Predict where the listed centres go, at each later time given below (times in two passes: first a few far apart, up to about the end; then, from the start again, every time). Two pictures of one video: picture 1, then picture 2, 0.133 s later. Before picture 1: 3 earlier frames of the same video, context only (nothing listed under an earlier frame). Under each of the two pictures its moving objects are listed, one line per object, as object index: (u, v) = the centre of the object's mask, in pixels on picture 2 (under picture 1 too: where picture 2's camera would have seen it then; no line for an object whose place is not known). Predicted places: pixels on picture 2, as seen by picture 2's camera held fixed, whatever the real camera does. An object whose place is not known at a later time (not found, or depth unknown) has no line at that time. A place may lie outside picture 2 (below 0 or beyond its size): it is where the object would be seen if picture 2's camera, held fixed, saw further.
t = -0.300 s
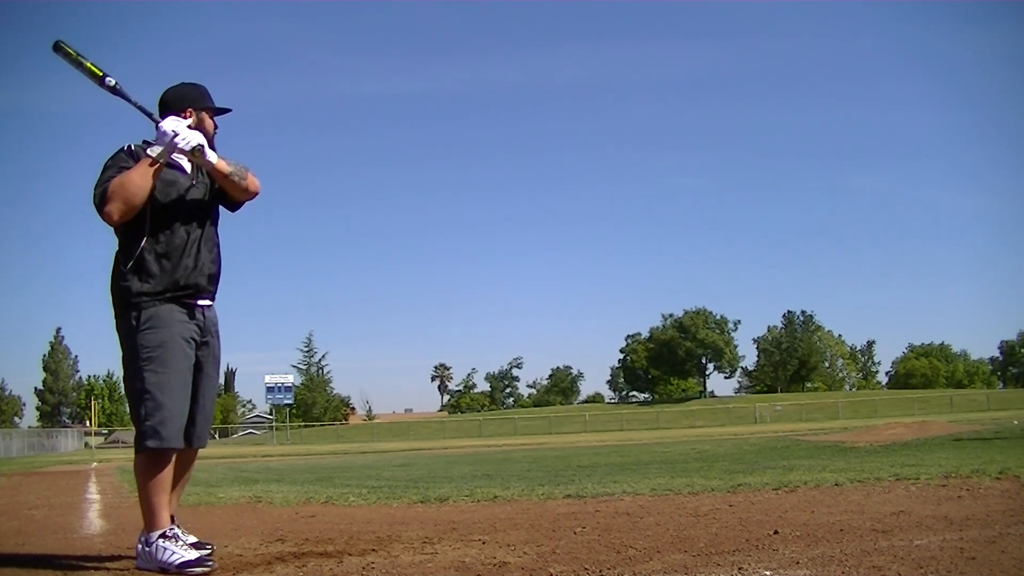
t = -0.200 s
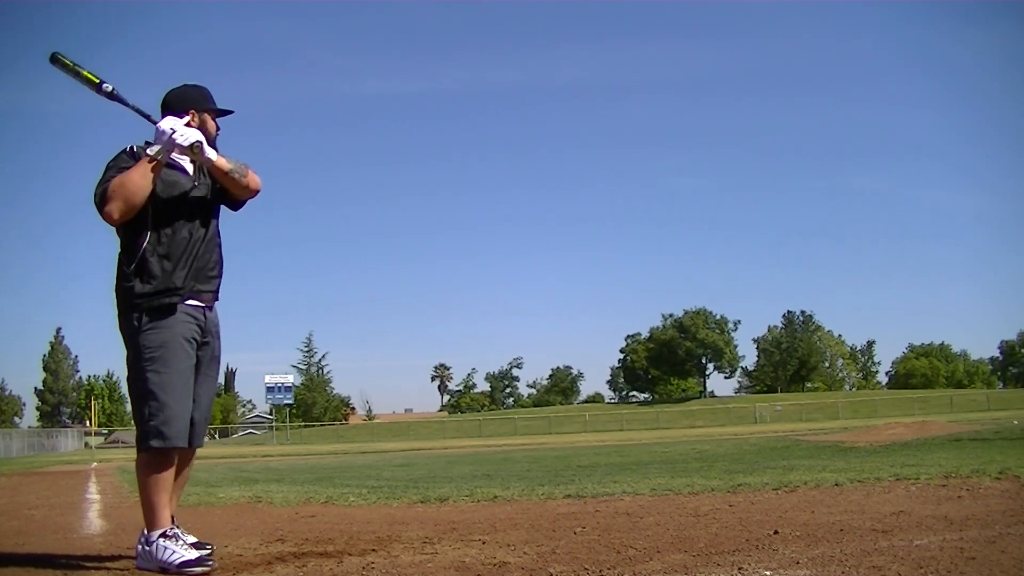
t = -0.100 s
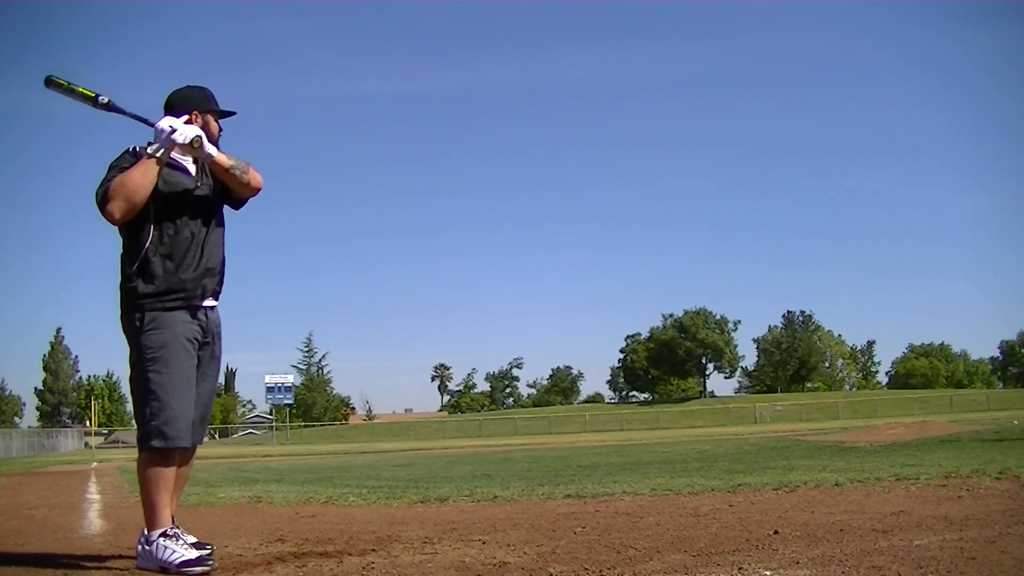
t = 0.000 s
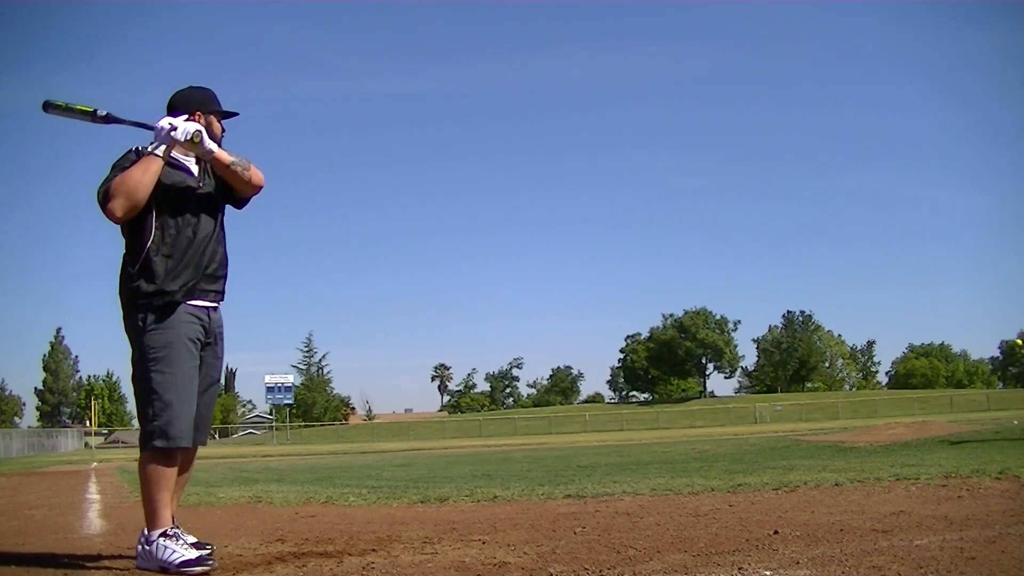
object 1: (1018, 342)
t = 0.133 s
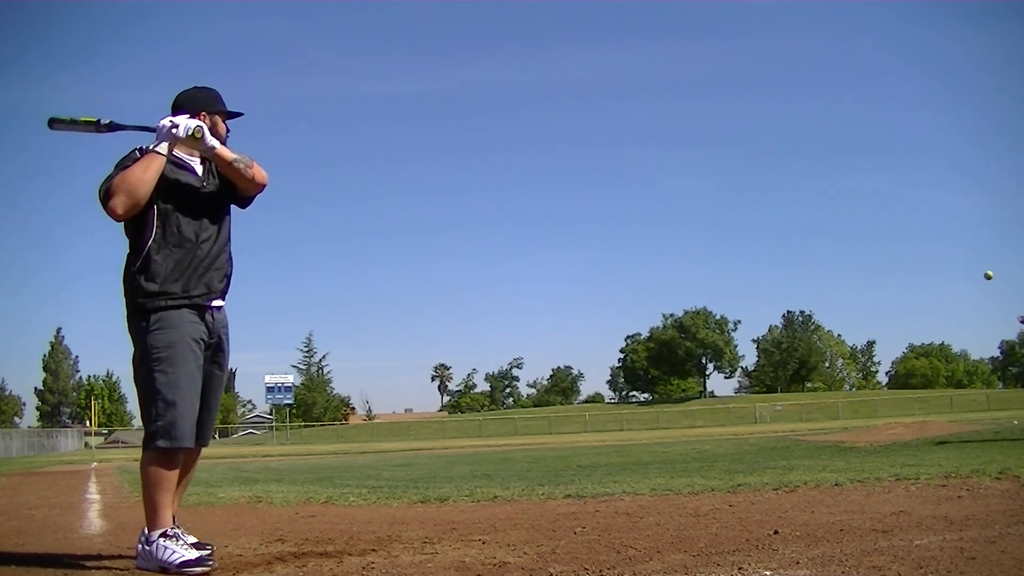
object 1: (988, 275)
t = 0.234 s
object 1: (965, 228)
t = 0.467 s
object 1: (903, 141)
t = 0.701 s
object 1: (823, 93)
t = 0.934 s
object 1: (707, 119)
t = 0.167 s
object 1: (981, 259)
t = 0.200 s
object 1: (973, 243)
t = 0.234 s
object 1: (965, 228)
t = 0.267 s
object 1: (957, 214)
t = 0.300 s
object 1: (949, 200)
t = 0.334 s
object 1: (940, 186)
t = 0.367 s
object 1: (931, 174)
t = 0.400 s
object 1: (922, 162)
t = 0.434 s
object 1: (913, 151)
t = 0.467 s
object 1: (903, 141)
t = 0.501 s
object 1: (893, 130)
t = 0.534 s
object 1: (882, 122)
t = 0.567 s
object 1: (871, 114)
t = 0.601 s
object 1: (860, 107)
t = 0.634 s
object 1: (848, 102)
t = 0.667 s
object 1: (835, 97)
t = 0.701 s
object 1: (823, 93)
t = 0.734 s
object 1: (808, 92)
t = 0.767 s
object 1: (794, 92)
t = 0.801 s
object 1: (779, 93)
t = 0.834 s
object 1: (762, 95)
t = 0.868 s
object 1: (745, 101)
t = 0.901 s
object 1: (727, 108)
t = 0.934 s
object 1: (707, 119)
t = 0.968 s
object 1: (686, 133)
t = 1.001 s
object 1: (663, 149)
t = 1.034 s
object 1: (638, 171)
